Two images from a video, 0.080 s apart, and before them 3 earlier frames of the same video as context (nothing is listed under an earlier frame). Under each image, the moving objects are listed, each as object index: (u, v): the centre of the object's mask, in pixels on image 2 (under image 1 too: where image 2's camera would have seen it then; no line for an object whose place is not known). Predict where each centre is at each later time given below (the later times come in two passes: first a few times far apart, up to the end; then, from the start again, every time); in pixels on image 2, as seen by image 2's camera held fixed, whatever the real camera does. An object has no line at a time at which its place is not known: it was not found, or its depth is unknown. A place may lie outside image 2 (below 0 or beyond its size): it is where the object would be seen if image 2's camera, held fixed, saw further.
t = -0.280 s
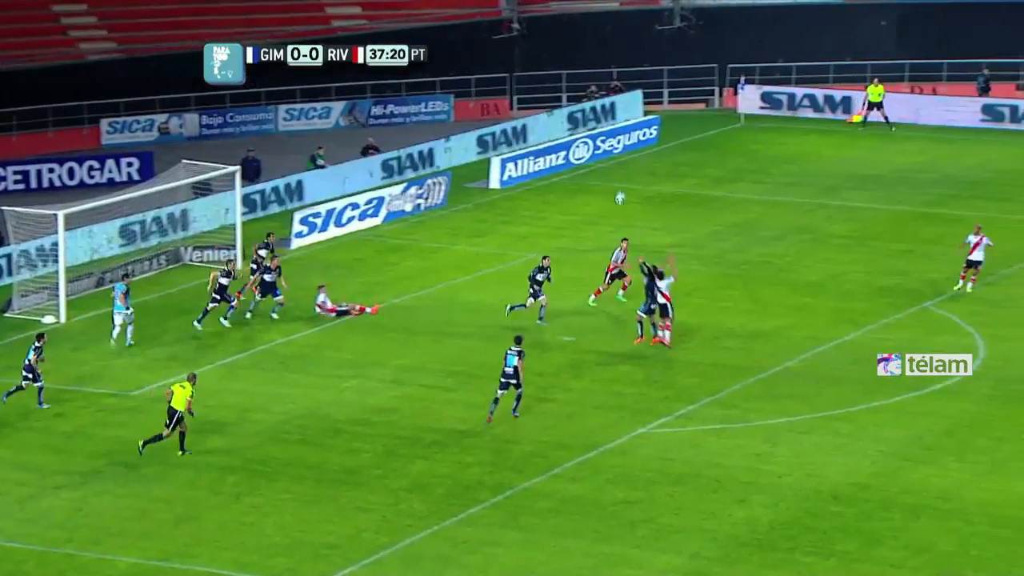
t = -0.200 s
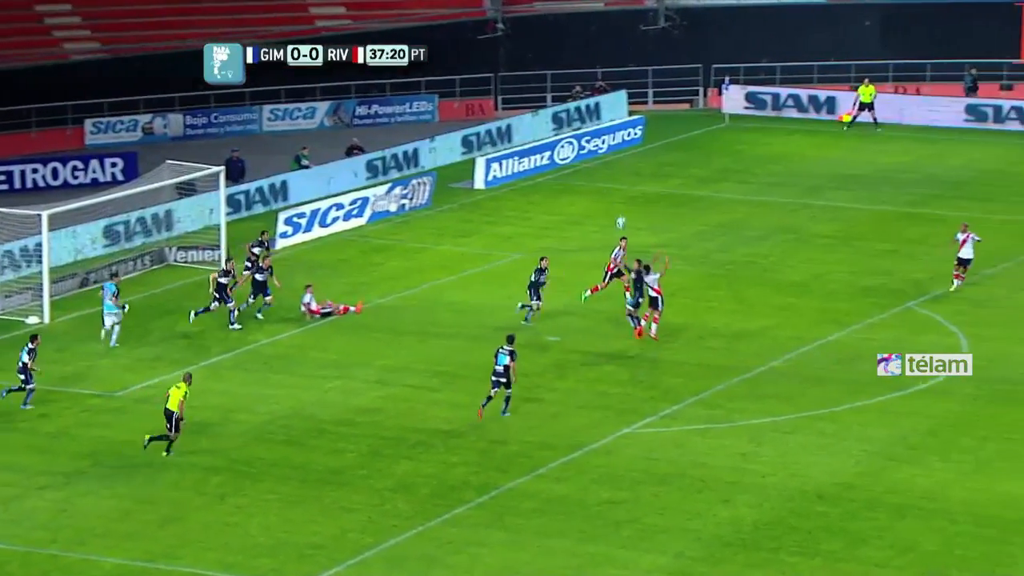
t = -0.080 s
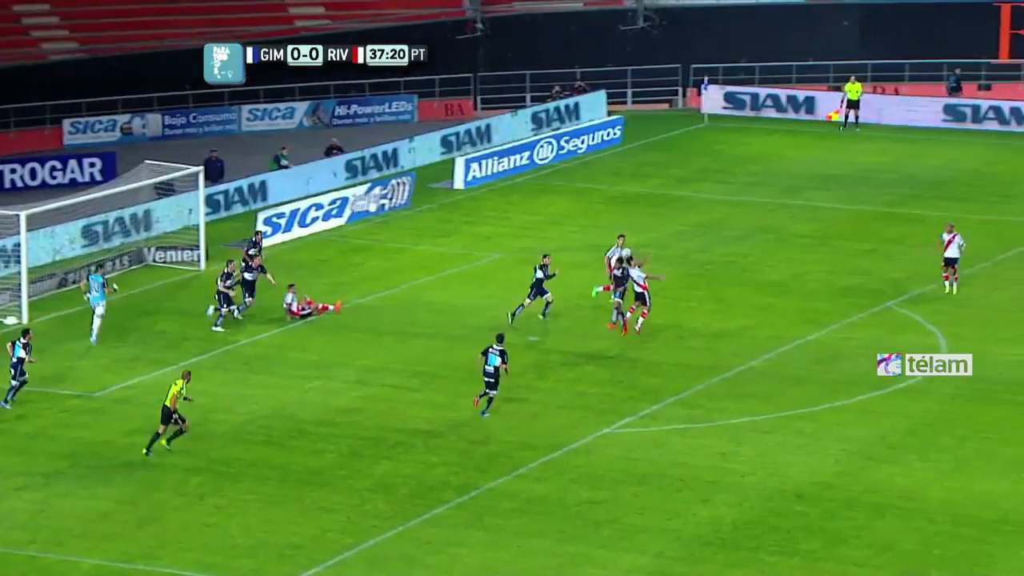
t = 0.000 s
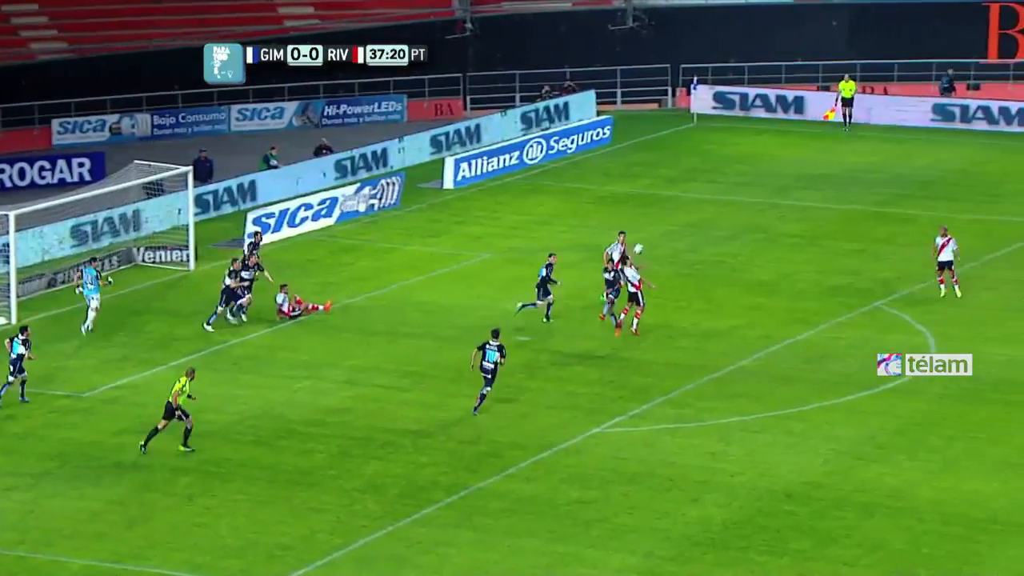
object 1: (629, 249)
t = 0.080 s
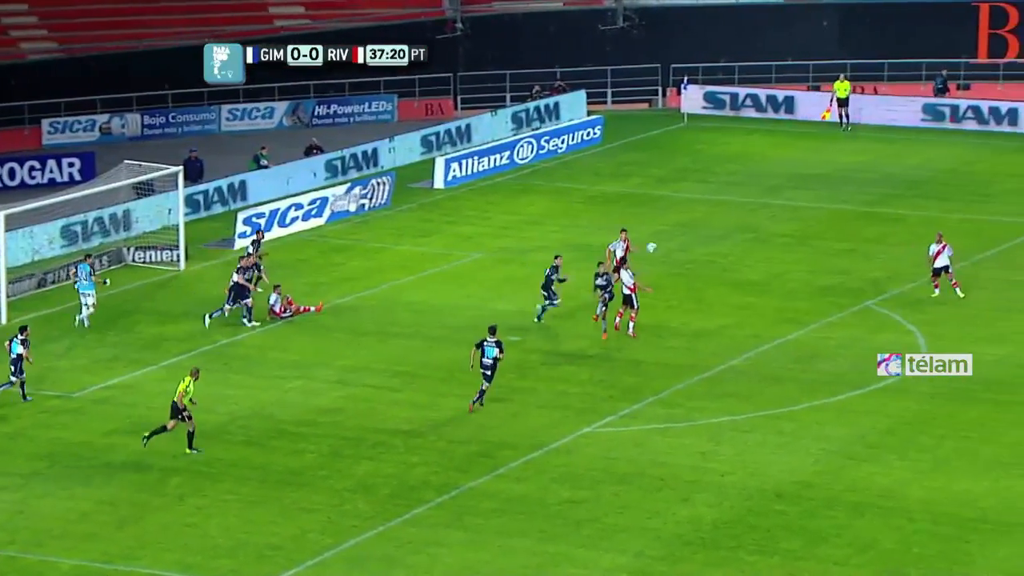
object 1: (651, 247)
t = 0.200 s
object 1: (685, 251)
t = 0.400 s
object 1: (741, 273)
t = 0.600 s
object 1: (797, 312)
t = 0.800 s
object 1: (852, 371)
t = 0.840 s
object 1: (862, 373)
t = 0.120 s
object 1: (662, 248)
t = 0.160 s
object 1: (673, 249)
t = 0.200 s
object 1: (685, 251)
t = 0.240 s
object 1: (696, 254)
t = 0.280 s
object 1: (708, 258)
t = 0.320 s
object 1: (719, 262)
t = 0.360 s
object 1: (730, 267)
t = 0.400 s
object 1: (741, 273)
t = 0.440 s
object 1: (752, 279)
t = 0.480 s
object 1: (764, 286)
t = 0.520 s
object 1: (775, 294)
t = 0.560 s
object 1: (786, 302)
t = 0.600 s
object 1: (797, 312)
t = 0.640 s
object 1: (808, 322)
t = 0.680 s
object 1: (819, 333)
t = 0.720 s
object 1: (830, 345)
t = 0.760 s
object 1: (840, 357)
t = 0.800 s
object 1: (852, 371)
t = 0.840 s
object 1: (862, 373)
